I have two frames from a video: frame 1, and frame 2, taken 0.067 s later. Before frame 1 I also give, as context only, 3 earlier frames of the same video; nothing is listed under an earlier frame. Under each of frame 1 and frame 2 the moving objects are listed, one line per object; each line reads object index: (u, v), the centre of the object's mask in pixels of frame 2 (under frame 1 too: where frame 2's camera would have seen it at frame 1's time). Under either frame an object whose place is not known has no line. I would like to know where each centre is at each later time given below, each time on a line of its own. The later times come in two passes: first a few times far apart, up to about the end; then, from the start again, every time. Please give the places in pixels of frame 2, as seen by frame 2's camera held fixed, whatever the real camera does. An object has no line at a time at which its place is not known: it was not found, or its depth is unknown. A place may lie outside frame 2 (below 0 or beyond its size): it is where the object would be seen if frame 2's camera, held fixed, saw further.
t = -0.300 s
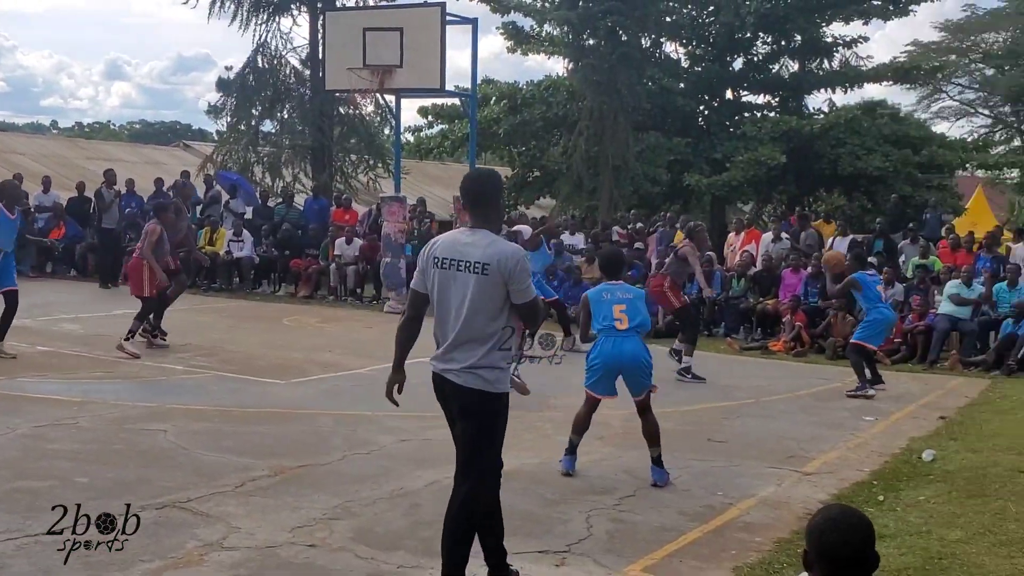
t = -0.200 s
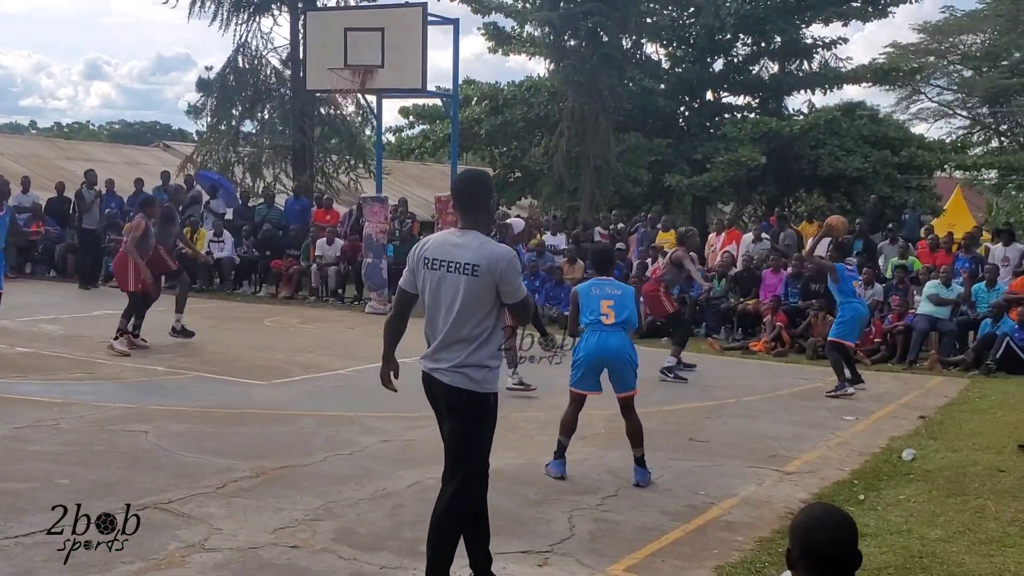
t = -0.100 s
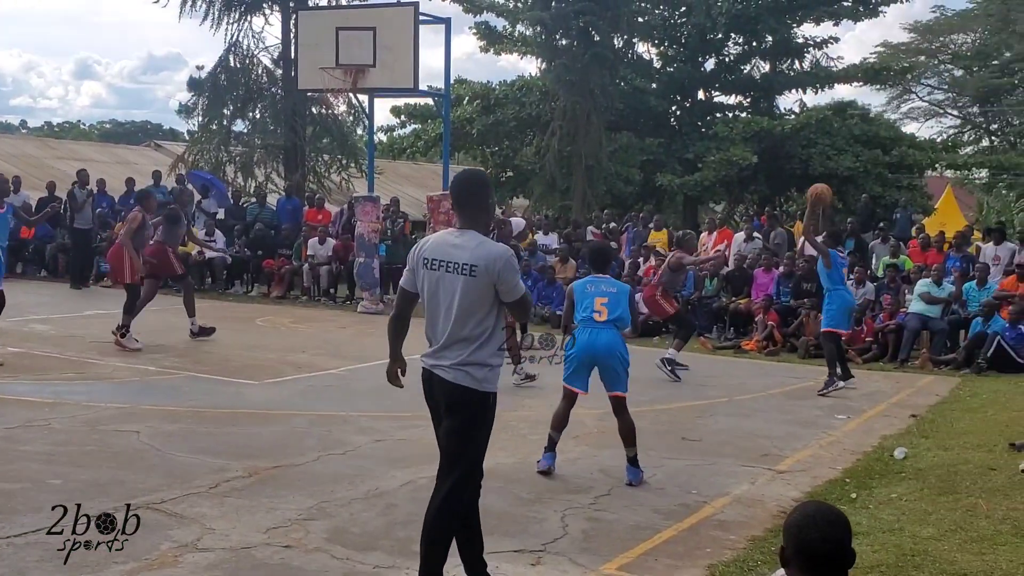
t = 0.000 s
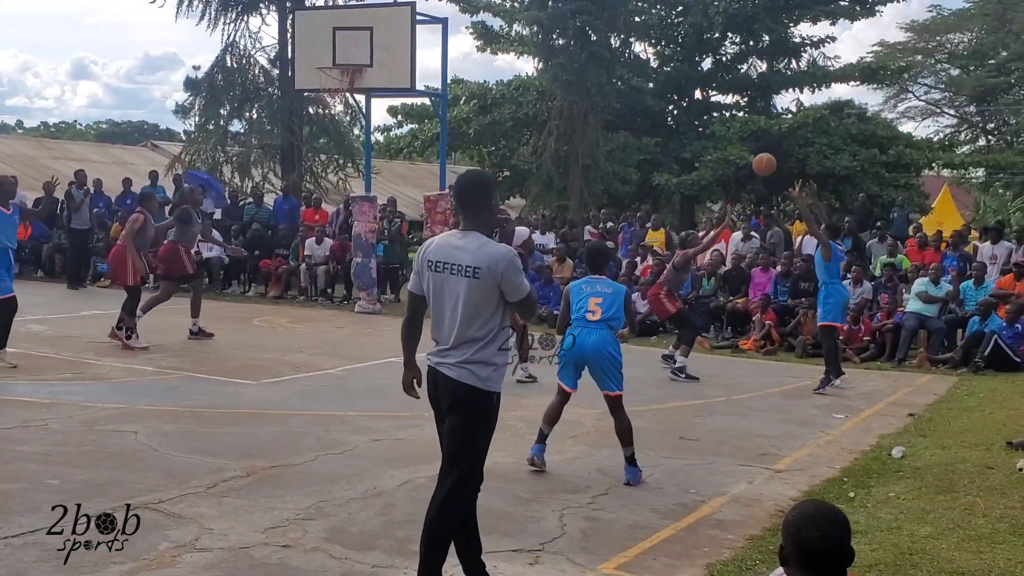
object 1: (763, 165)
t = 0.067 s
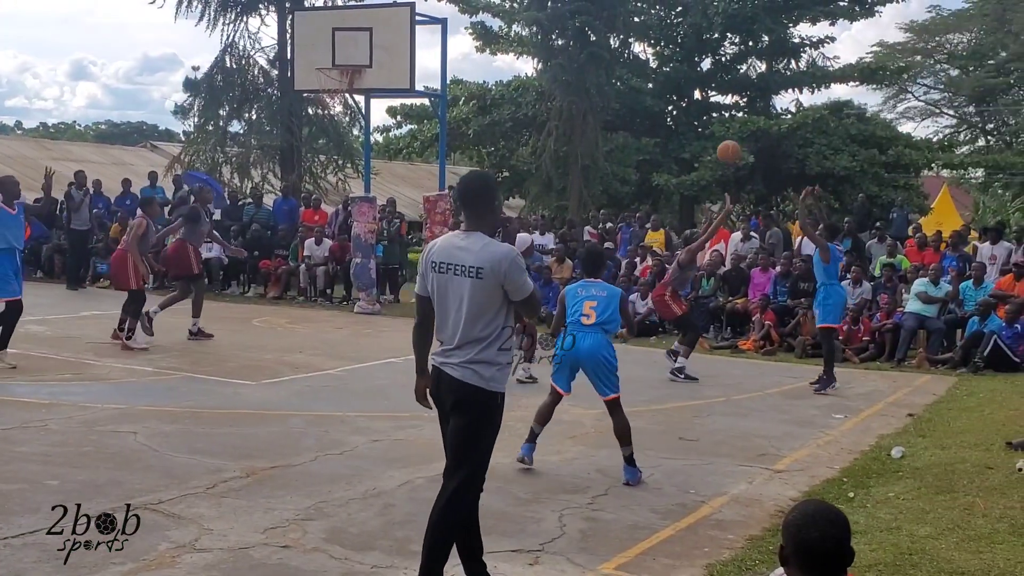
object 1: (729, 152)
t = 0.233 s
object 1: (644, 139)
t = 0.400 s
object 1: (565, 151)
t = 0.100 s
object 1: (711, 147)
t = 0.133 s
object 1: (694, 143)
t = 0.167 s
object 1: (678, 141)
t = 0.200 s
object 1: (661, 139)
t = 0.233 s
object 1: (644, 139)
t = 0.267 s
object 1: (628, 139)
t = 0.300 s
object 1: (612, 141)
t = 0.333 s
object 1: (596, 143)
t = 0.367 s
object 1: (580, 147)
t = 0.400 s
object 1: (565, 151)
